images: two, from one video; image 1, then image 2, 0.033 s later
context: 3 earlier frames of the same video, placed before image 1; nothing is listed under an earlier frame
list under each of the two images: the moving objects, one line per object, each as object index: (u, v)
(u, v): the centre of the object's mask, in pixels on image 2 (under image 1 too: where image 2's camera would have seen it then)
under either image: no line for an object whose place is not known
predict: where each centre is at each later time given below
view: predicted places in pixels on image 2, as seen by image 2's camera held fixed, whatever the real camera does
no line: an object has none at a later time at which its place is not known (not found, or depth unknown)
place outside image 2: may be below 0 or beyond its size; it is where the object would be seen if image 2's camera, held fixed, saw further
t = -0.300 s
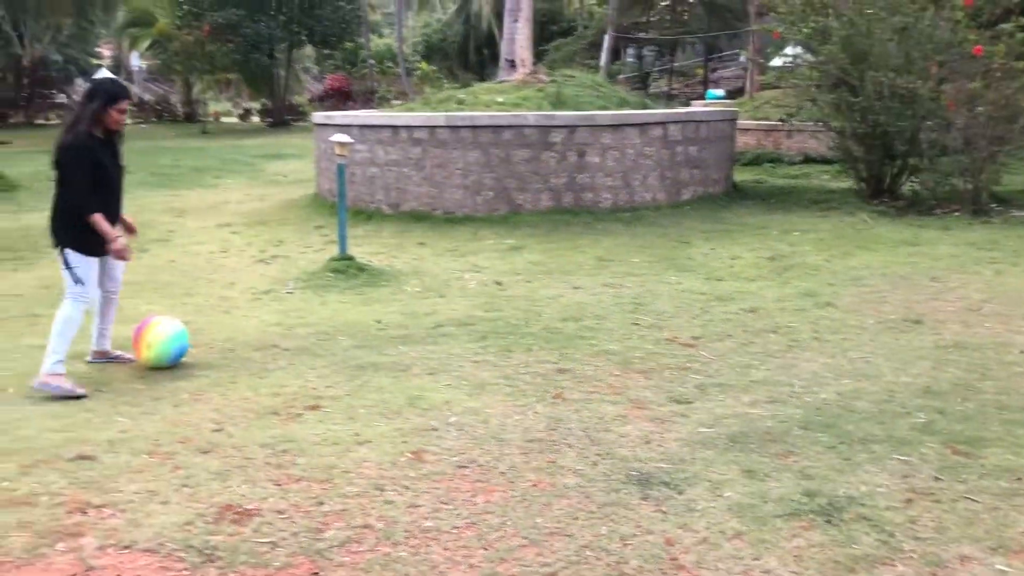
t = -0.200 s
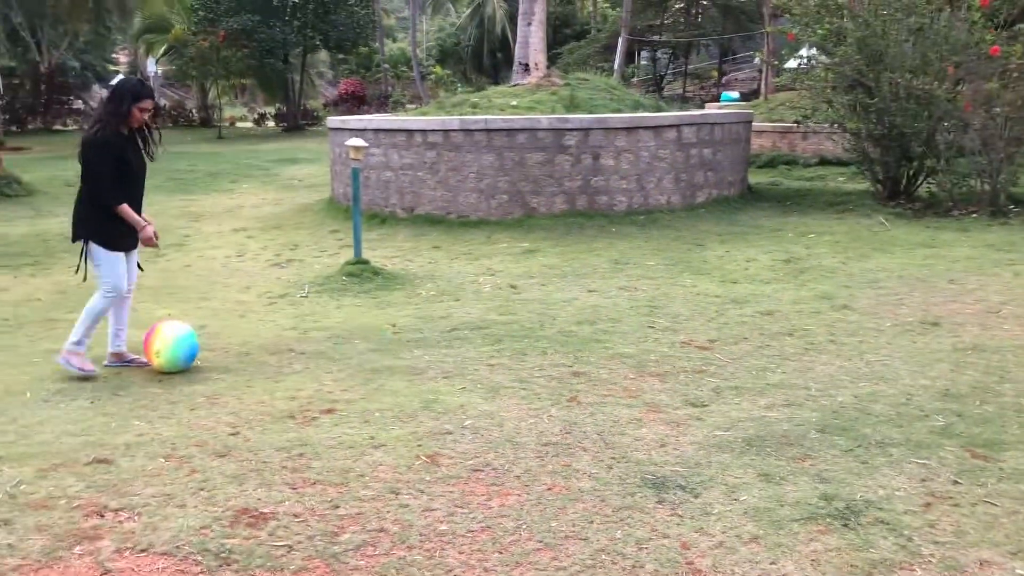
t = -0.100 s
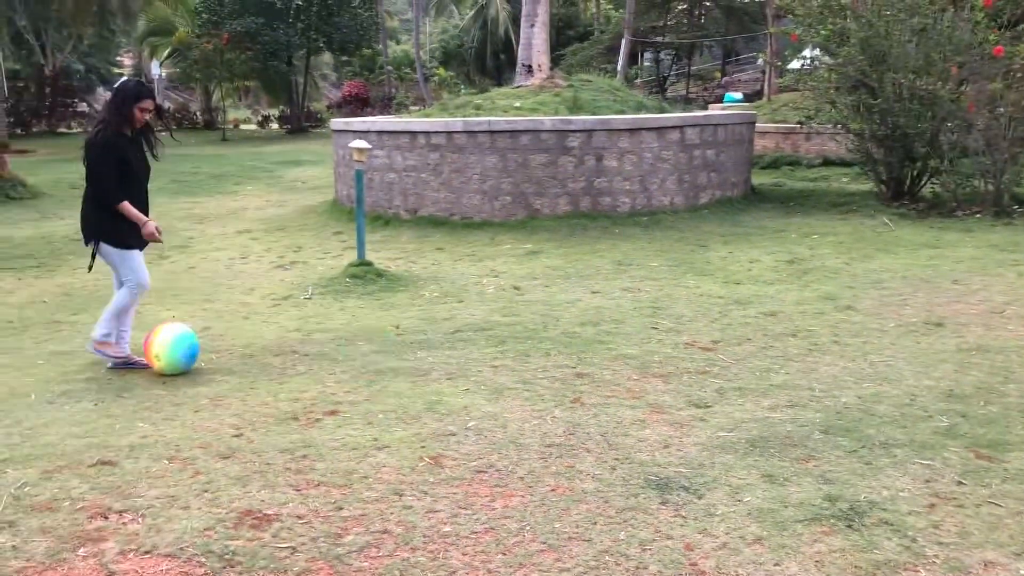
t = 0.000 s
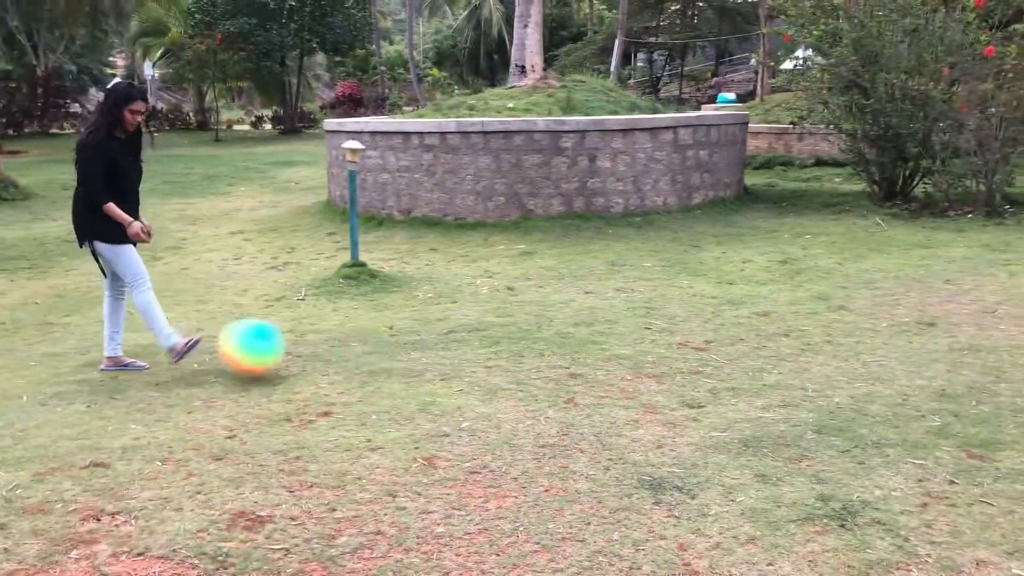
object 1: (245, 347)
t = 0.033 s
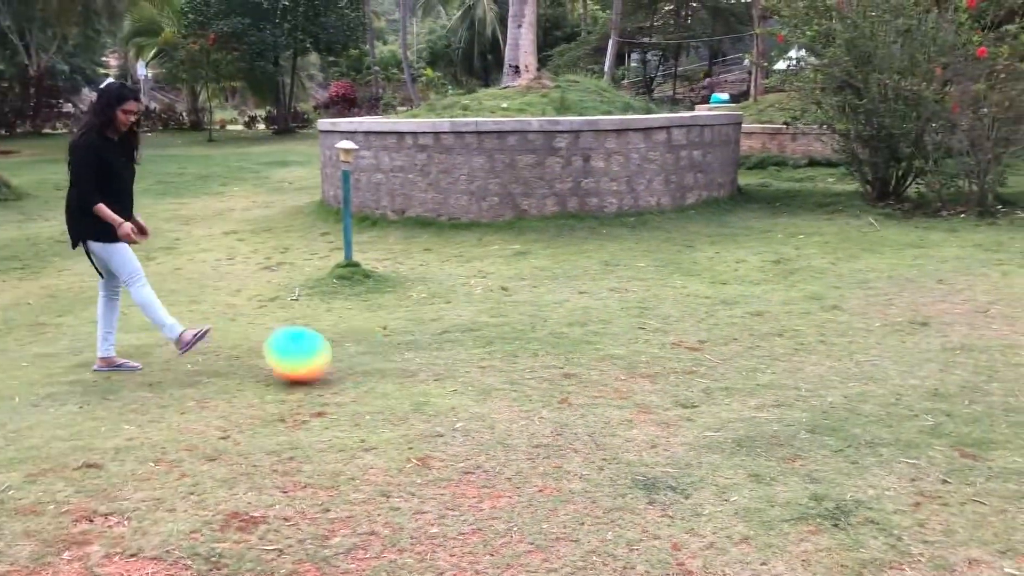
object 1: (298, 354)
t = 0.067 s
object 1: (340, 356)
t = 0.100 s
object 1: (359, 355)
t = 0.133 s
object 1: (395, 358)
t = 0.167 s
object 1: (423, 357)
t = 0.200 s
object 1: (449, 361)
